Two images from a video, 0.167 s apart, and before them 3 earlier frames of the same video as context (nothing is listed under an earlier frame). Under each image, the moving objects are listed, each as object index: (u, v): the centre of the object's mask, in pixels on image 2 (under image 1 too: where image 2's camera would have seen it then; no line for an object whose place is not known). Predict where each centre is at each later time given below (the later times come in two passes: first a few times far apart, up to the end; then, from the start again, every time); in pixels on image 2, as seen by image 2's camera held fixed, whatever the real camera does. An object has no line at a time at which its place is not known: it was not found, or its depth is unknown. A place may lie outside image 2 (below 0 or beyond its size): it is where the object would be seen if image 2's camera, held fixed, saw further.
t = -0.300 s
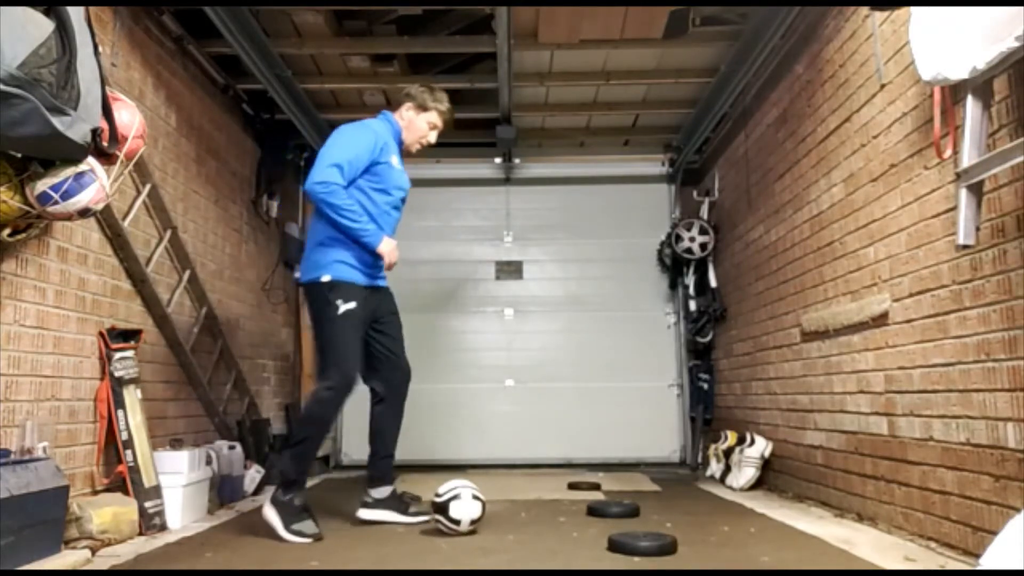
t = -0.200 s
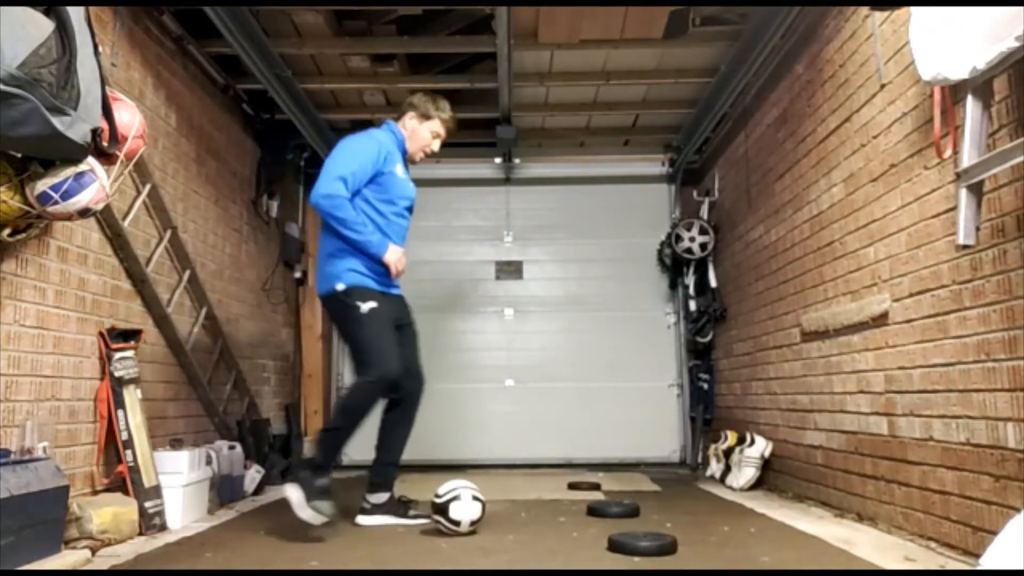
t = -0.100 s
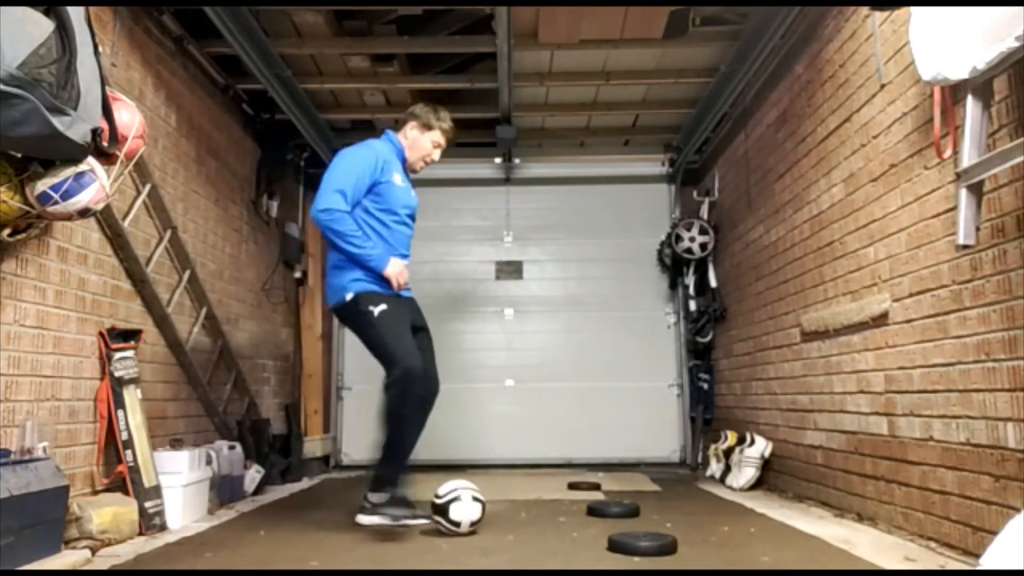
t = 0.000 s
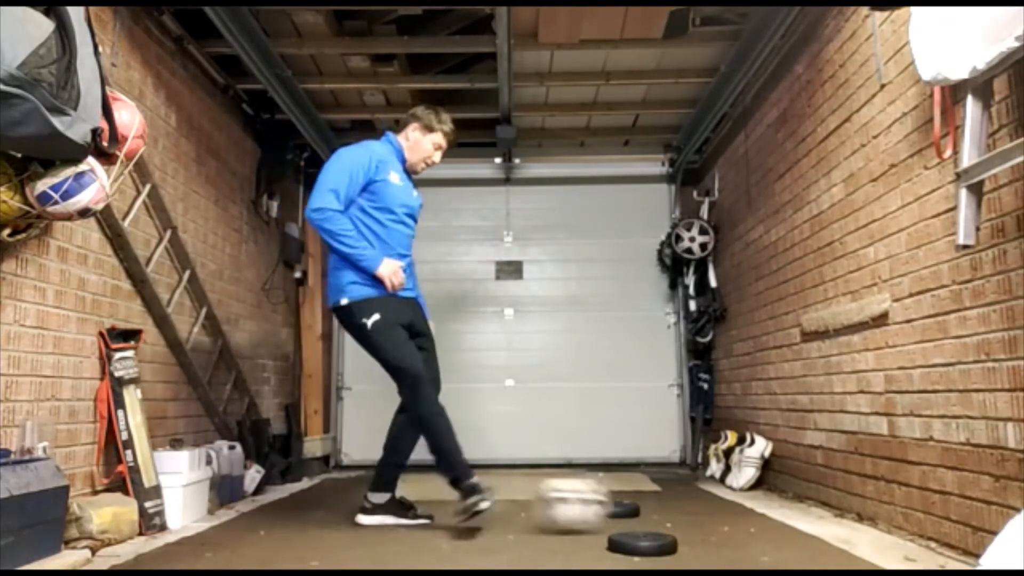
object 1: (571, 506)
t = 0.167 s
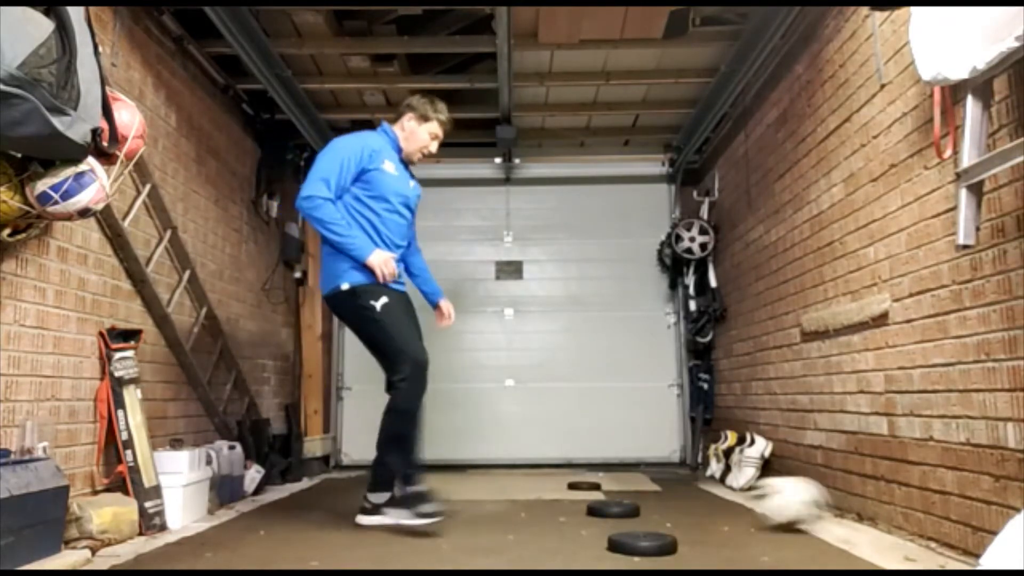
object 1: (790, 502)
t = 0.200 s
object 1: (830, 503)
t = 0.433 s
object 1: (697, 487)
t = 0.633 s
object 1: (570, 491)
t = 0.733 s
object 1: (518, 495)
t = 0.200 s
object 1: (830, 503)
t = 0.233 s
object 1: (860, 503)
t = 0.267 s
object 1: (841, 492)
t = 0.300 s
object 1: (811, 483)
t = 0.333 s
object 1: (787, 480)
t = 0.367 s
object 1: (757, 478)
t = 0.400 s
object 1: (726, 482)
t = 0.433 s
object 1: (697, 487)
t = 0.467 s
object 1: (666, 499)
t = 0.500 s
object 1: (644, 501)
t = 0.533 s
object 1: (626, 495)
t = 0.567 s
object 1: (607, 490)
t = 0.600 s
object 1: (588, 489)
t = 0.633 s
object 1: (570, 491)
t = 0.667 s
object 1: (550, 496)
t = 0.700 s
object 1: (531, 501)
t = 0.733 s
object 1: (518, 495)
